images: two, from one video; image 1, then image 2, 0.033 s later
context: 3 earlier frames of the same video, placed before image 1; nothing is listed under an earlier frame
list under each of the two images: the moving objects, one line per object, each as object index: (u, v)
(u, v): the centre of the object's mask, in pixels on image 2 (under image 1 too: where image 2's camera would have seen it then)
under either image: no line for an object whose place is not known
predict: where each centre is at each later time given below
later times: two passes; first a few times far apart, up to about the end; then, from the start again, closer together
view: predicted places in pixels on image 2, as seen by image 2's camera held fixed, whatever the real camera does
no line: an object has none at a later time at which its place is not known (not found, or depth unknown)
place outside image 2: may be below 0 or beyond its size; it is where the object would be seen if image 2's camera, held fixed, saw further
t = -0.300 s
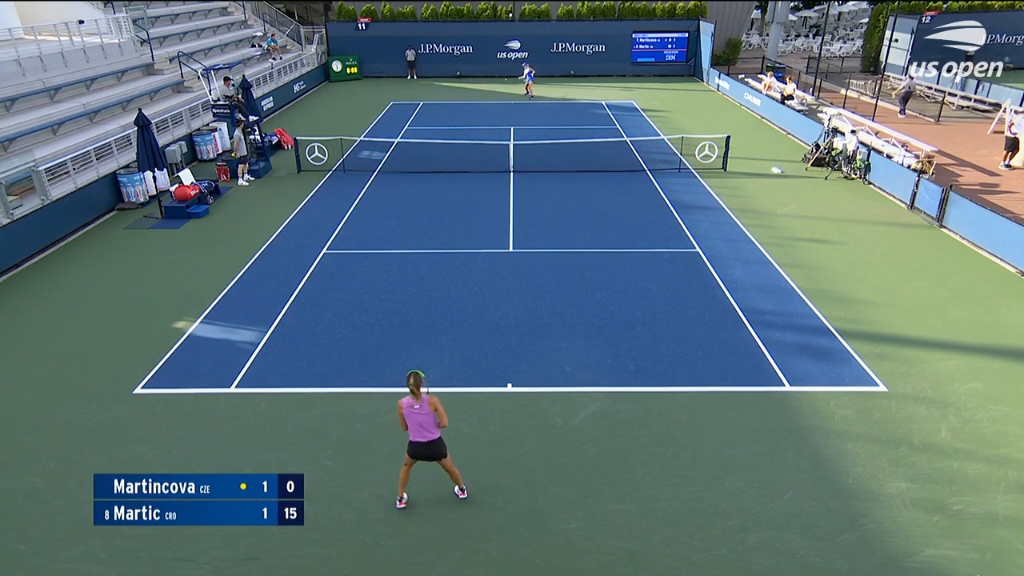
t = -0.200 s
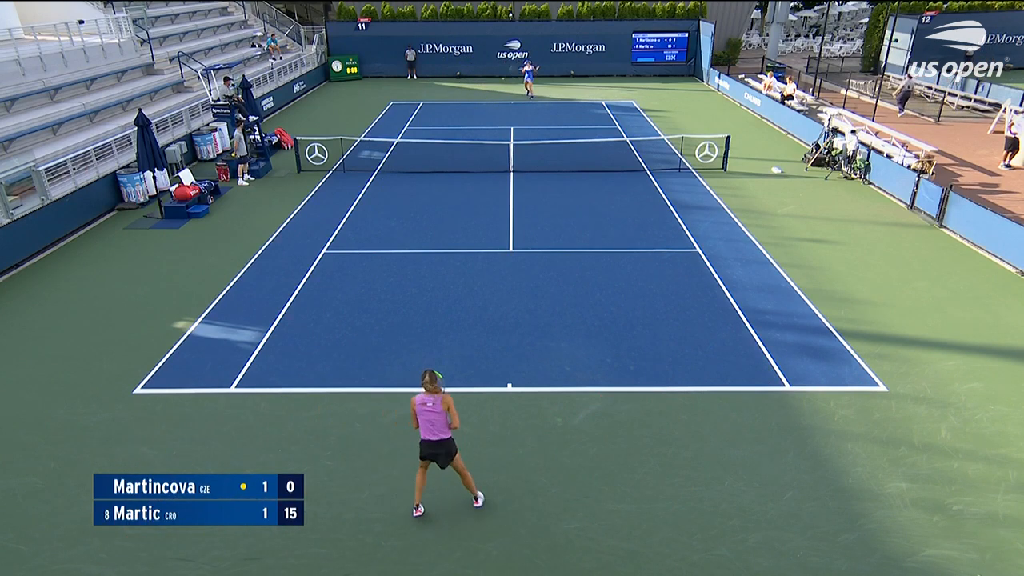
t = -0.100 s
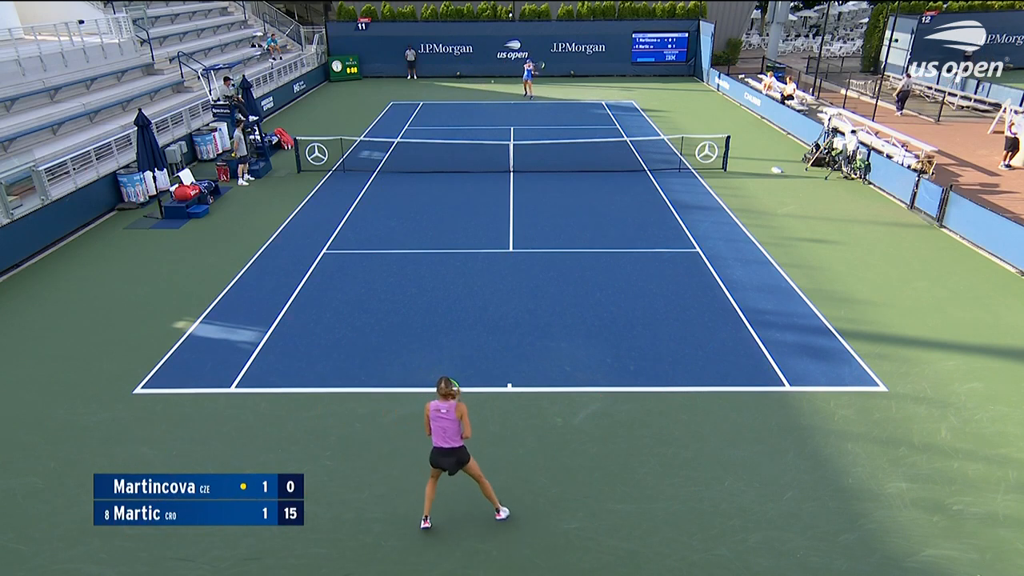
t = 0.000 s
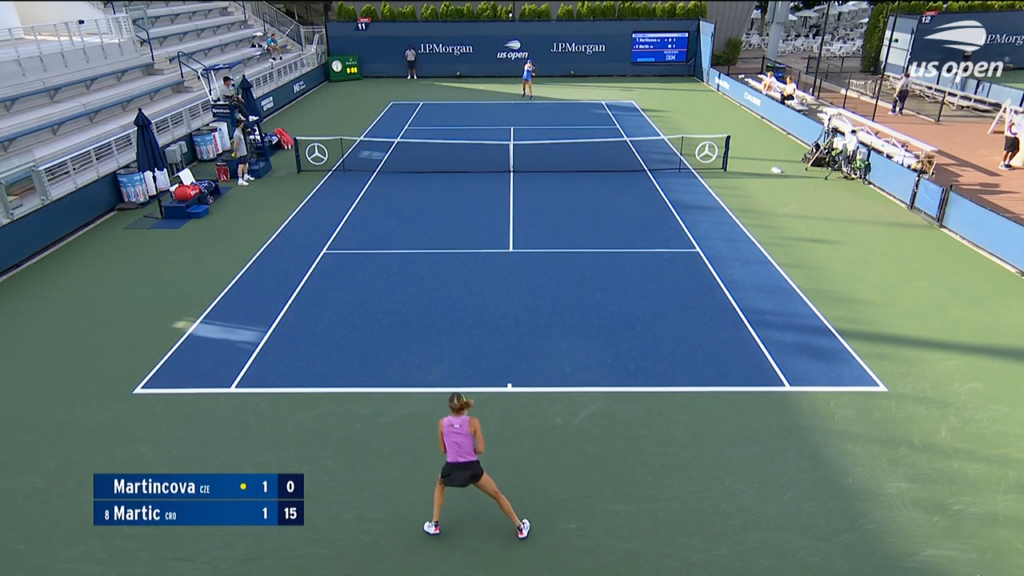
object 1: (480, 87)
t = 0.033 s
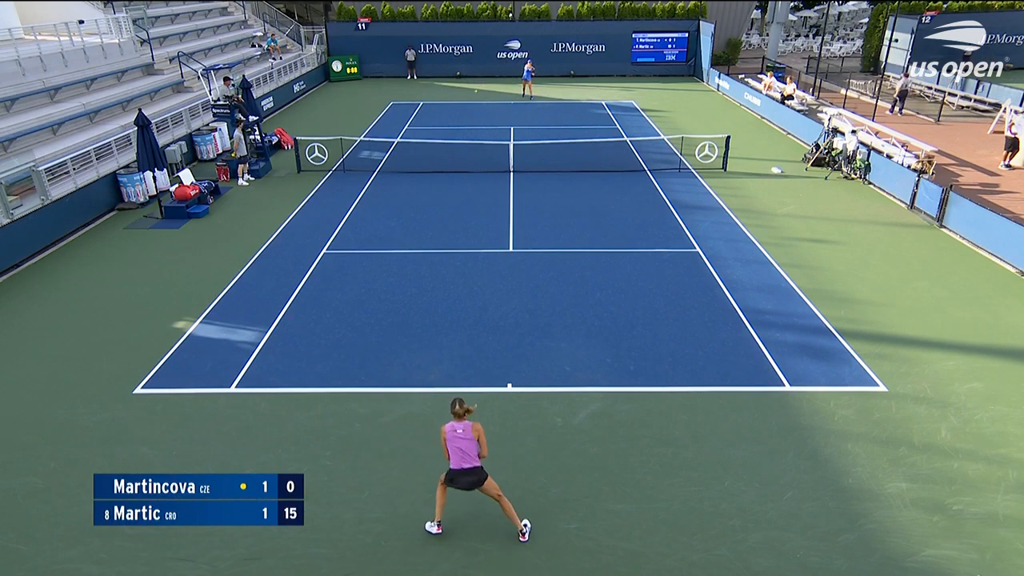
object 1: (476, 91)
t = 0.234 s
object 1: (444, 124)
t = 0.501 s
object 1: (386, 218)
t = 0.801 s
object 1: (295, 315)
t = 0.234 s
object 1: (444, 124)
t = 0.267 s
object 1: (437, 131)
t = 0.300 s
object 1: (431, 141)
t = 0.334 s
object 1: (425, 151)
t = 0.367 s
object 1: (417, 162)
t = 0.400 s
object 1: (410, 174)
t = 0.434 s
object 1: (402, 187)
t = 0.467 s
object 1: (394, 202)
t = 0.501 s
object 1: (386, 218)
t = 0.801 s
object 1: (295, 315)
